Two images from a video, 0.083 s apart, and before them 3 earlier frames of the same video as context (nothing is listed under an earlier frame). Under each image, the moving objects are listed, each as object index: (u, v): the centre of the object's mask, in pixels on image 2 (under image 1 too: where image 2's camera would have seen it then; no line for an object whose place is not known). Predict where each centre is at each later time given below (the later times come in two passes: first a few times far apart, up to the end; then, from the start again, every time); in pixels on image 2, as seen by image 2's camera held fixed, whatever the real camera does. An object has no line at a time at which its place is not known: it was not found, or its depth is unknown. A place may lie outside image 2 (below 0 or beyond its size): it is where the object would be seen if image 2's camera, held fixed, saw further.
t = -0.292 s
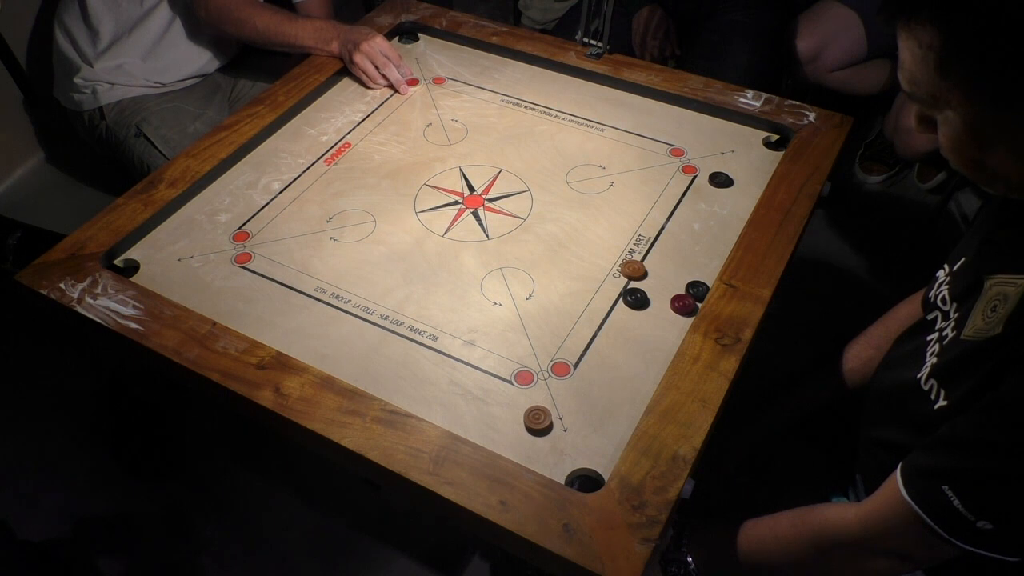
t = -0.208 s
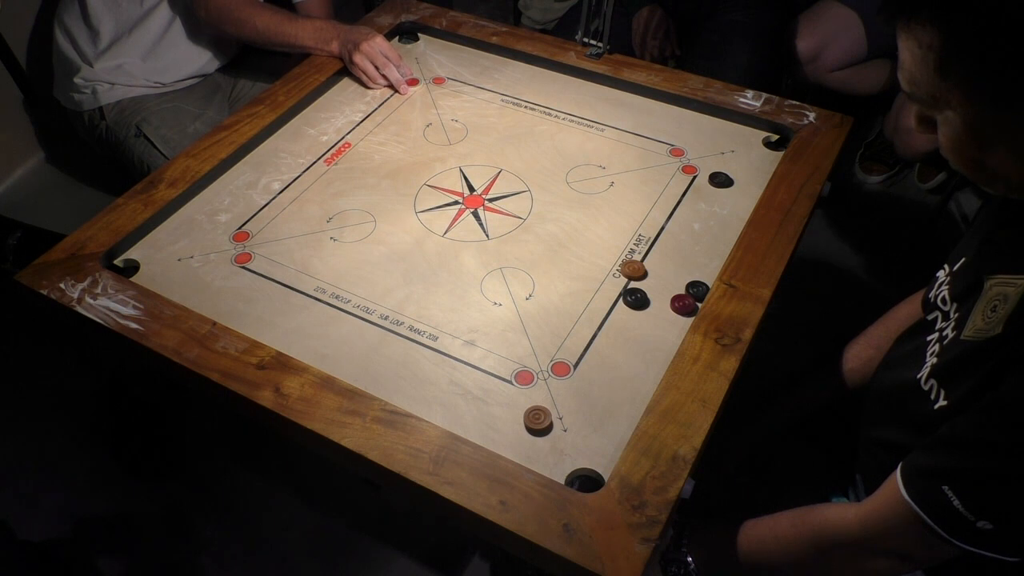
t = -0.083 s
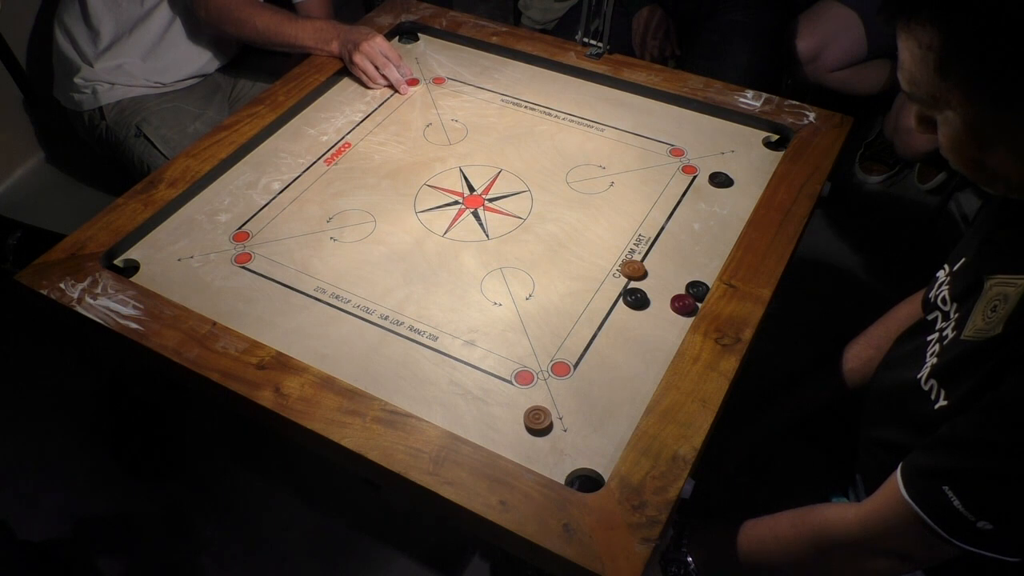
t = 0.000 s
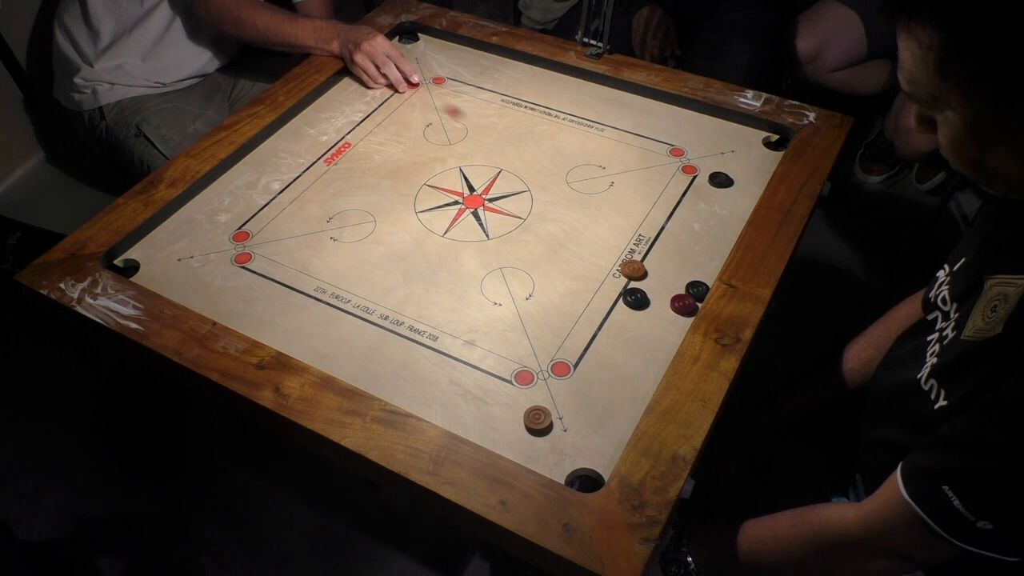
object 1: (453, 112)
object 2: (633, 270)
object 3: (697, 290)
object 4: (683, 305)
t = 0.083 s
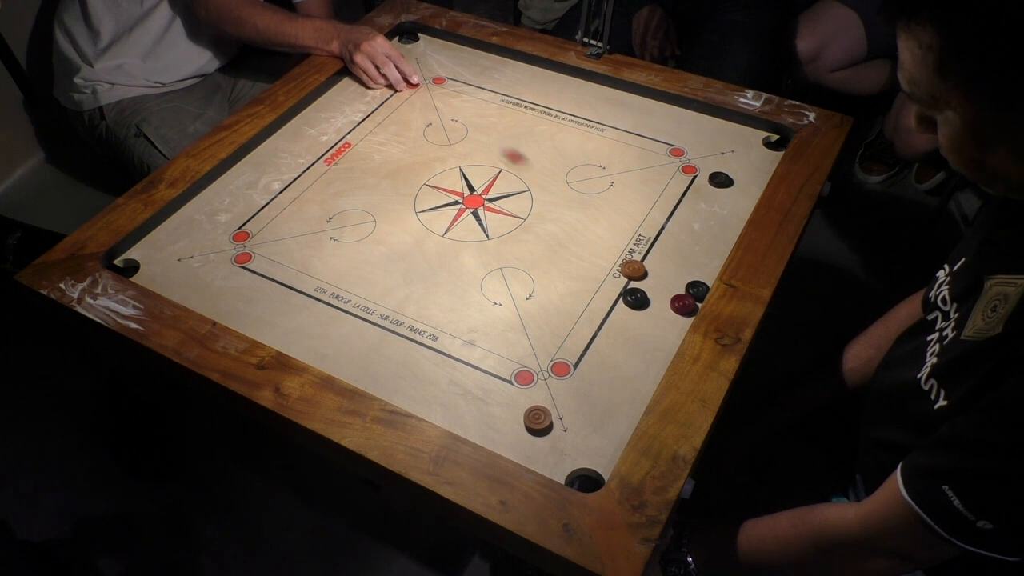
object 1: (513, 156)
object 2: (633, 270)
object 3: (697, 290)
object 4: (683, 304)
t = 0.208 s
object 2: (633, 270)
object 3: (697, 290)
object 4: (683, 304)
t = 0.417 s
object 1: (713, 254)
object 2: (612, 285)
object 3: (632, 301)
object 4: (650, 352)
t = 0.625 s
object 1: (721, 223)
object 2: (584, 278)
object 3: (591, 321)
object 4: (607, 408)
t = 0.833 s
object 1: (726, 209)
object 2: (583, 278)
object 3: (581, 327)
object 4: (580, 442)
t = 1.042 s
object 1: (727, 207)
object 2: (583, 278)
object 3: (581, 327)
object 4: (573, 450)
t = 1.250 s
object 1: (727, 207)
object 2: (583, 278)
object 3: (581, 327)
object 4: (573, 450)
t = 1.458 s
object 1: (727, 207)
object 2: (583, 277)
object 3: (581, 327)
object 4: (573, 450)
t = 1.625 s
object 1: (727, 207)
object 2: (583, 277)
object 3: (581, 327)
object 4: (573, 450)
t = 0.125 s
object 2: (633, 270)
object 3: (697, 290)
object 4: (683, 304)
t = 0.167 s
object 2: (633, 270)
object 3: (697, 290)
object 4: (683, 304)
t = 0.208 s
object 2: (633, 270)
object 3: (697, 290)
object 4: (683, 304)
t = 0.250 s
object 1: (656, 259)
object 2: (631, 277)
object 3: (697, 290)
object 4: (683, 304)
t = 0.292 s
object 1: (689, 271)
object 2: (625, 282)
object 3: (691, 293)
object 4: (679, 309)
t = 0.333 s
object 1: (699, 266)
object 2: (620, 284)
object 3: (670, 295)
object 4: (669, 325)
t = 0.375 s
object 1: (707, 261)
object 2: (616, 285)
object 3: (650, 298)
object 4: (659, 338)
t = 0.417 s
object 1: (713, 254)
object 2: (612, 285)
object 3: (632, 301)
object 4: (650, 352)
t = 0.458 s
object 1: (716, 247)
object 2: (604, 284)
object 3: (622, 306)
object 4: (640, 364)
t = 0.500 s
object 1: (717, 240)
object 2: (596, 282)
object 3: (613, 311)
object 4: (632, 377)
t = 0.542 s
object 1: (719, 234)
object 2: (590, 281)
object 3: (604, 315)
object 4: (623, 388)
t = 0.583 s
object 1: (721, 228)
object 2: (586, 279)
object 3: (597, 318)
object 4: (614, 398)
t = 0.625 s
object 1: (721, 223)
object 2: (584, 278)
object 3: (591, 321)
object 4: (607, 408)
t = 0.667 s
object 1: (723, 219)
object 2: (583, 278)
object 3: (586, 324)
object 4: (601, 417)
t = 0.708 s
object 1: (723, 216)
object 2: (583, 278)
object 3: (583, 326)
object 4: (595, 424)
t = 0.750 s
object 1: (725, 213)
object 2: (583, 278)
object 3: (581, 327)
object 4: (589, 431)
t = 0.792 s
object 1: (725, 211)
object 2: (583, 278)
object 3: (581, 327)
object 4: (584, 437)
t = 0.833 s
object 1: (726, 209)
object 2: (583, 278)
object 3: (581, 327)
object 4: (580, 442)
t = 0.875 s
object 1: (726, 208)
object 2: (583, 278)
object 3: (581, 327)
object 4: (577, 446)
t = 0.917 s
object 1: (727, 207)
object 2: (583, 278)
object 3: (581, 327)
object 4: (574, 448)
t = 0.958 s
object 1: (727, 207)
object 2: (583, 278)
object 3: (581, 327)
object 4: (573, 450)
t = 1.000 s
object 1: (727, 207)
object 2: (583, 278)
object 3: (581, 327)
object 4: (573, 450)
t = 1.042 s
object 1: (727, 207)
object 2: (583, 278)
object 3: (581, 327)
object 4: (573, 450)
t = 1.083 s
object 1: (727, 207)
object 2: (583, 278)
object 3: (581, 327)
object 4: (573, 450)
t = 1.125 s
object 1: (727, 207)
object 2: (583, 278)
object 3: (581, 327)
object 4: (573, 450)
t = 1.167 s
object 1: (727, 207)
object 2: (583, 278)
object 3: (581, 327)
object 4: (573, 450)
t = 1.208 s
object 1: (727, 207)
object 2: (583, 278)
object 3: (581, 327)
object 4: (573, 450)
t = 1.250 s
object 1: (727, 207)
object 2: (583, 278)
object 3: (581, 327)
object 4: (573, 450)
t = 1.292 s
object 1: (727, 207)
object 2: (583, 278)
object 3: (581, 327)
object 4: (573, 450)
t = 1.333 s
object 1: (727, 207)
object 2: (583, 278)
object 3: (581, 327)
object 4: (573, 450)
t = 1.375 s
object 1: (727, 207)
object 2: (583, 278)
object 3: (581, 327)
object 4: (573, 450)
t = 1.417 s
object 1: (727, 207)
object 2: (583, 277)
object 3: (581, 327)
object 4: (573, 450)
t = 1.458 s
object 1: (727, 207)
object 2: (583, 277)
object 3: (581, 327)
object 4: (573, 450)
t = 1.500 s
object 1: (727, 207)
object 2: (583, 277)
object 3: (581, 327)
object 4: (573, 450)
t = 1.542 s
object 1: (727, 207)
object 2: (583, 277)
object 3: (581, 327)
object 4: (573, 450)
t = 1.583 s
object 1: (727, 207)
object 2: (583, 277)
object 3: (581, 327)
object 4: (573, 450)
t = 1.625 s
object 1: (727, 207)
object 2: (583, 277)
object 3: (581, 327)
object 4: (573, 450)
